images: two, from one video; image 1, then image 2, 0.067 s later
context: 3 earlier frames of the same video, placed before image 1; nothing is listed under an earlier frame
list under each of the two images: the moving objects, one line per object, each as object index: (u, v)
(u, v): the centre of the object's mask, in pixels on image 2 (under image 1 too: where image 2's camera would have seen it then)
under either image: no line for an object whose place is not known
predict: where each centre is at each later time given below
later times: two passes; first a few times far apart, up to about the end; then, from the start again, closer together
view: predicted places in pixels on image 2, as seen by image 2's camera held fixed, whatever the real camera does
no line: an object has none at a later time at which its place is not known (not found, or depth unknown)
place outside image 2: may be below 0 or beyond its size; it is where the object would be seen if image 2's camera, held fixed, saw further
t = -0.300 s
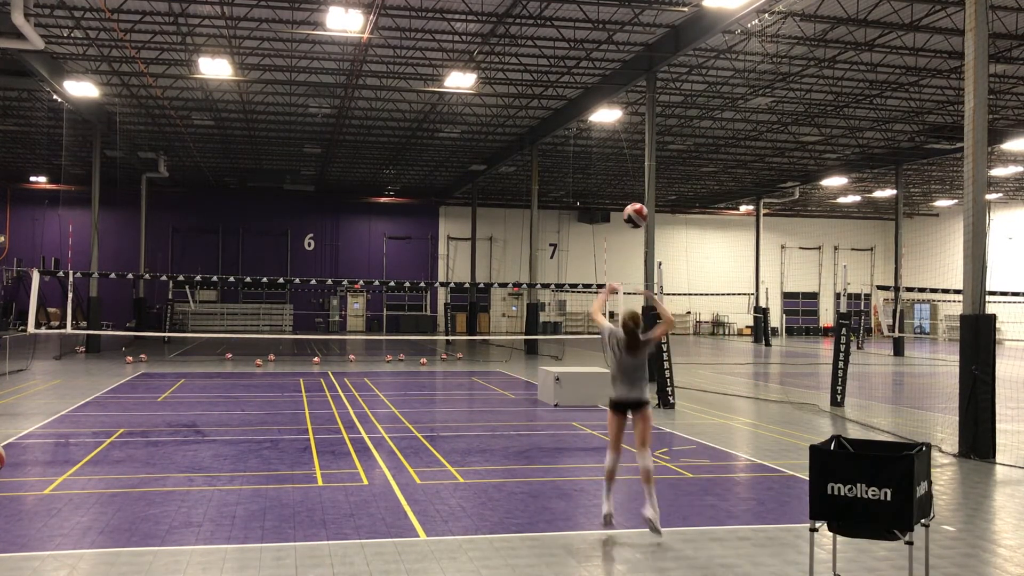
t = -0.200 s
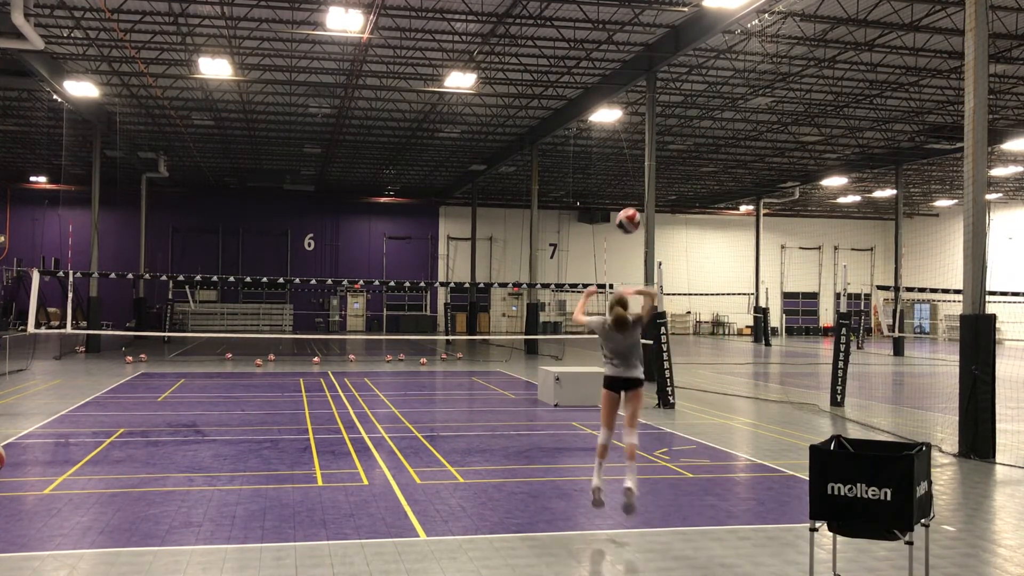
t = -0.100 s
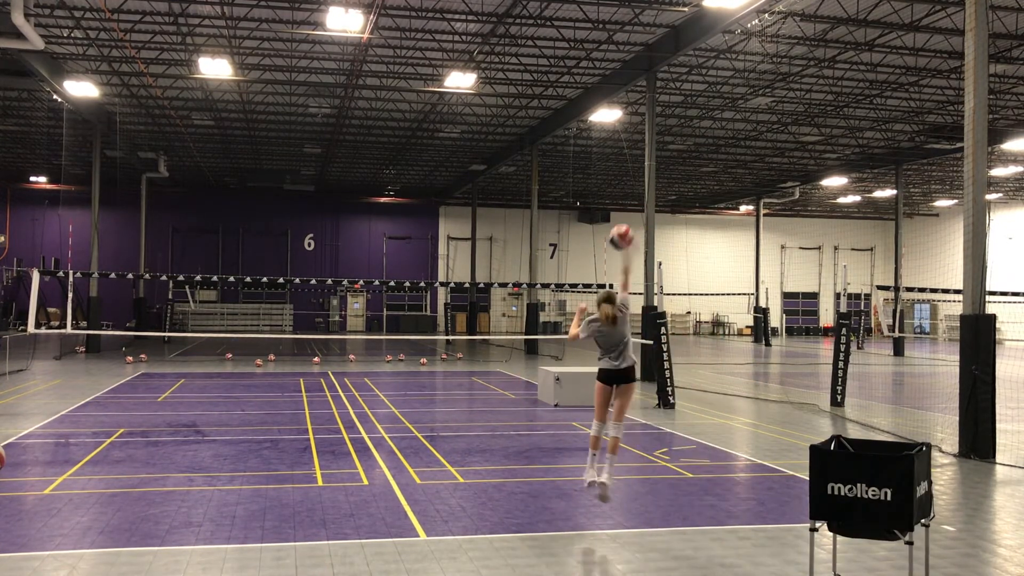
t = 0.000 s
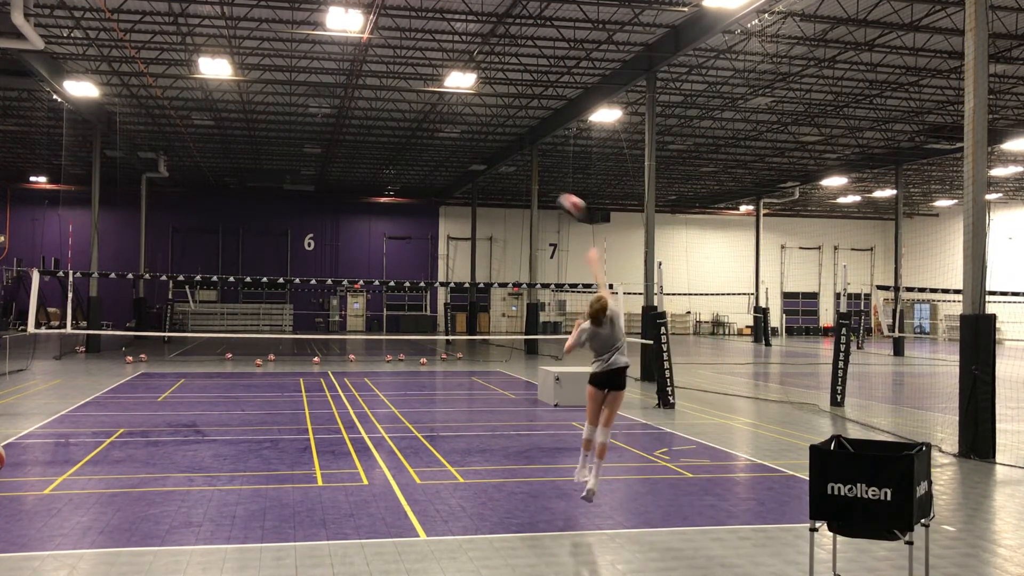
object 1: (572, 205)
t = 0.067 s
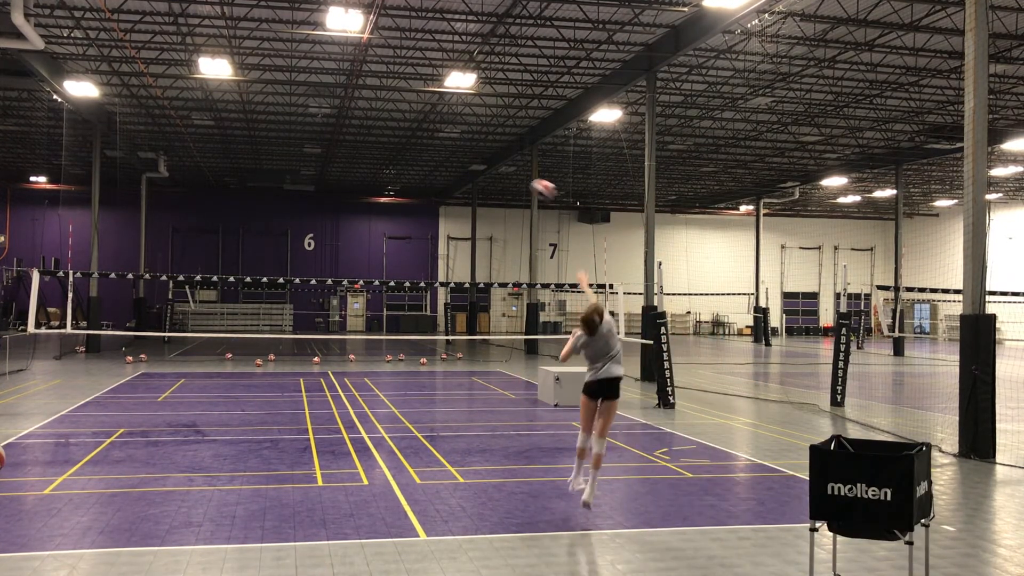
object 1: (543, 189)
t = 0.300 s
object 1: (474, 176)
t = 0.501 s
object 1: (431, 199)
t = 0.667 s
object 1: (403, 231)
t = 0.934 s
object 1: (371, 302)
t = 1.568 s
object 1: (340, 314)
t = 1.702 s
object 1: (337, 305)
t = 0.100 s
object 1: (531, 184)
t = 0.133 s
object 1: (520, 180)
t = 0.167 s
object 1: (510, 177)
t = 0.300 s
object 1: (474, 176)
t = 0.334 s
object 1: (466, 179)
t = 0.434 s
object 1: (444, 189)
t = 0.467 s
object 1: (437, 194)
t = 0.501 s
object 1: (431, 199)
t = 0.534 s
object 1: (425, 205)
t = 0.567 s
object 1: (419, 211)
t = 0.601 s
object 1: (414, 217)
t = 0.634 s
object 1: (408, 223)
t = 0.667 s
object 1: (403, 231)
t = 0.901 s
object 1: (373, 292)
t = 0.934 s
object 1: (371, 302)
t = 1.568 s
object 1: (340, 314)
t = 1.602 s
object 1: (338, 311)
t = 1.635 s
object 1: (338, 308)
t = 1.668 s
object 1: (337, 307)
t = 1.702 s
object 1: (337, 305)
